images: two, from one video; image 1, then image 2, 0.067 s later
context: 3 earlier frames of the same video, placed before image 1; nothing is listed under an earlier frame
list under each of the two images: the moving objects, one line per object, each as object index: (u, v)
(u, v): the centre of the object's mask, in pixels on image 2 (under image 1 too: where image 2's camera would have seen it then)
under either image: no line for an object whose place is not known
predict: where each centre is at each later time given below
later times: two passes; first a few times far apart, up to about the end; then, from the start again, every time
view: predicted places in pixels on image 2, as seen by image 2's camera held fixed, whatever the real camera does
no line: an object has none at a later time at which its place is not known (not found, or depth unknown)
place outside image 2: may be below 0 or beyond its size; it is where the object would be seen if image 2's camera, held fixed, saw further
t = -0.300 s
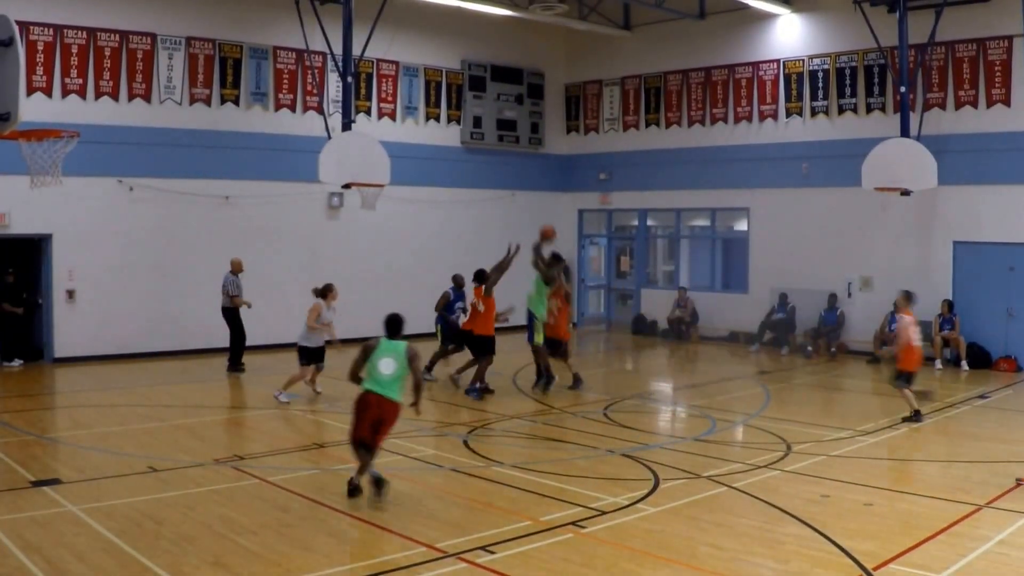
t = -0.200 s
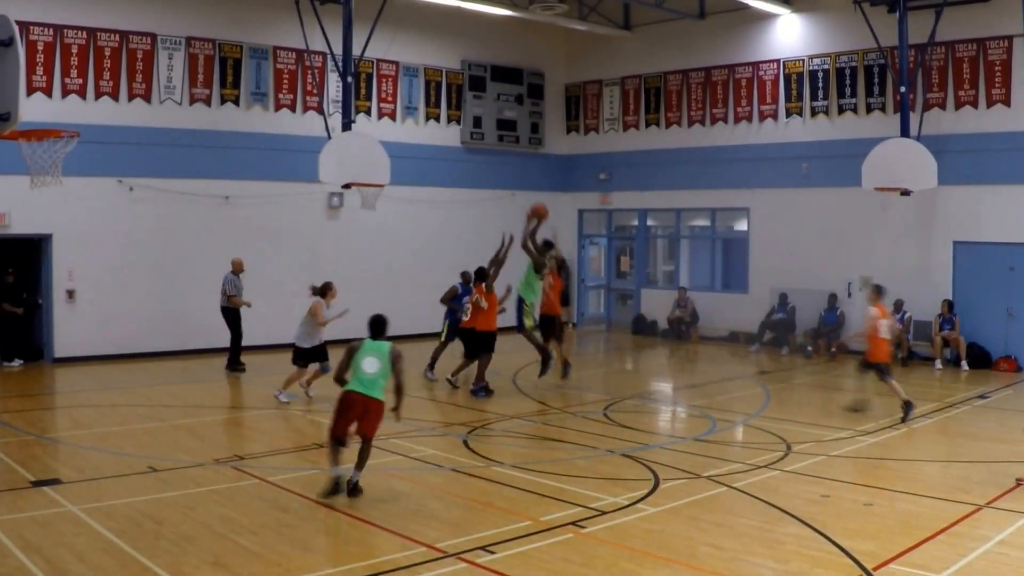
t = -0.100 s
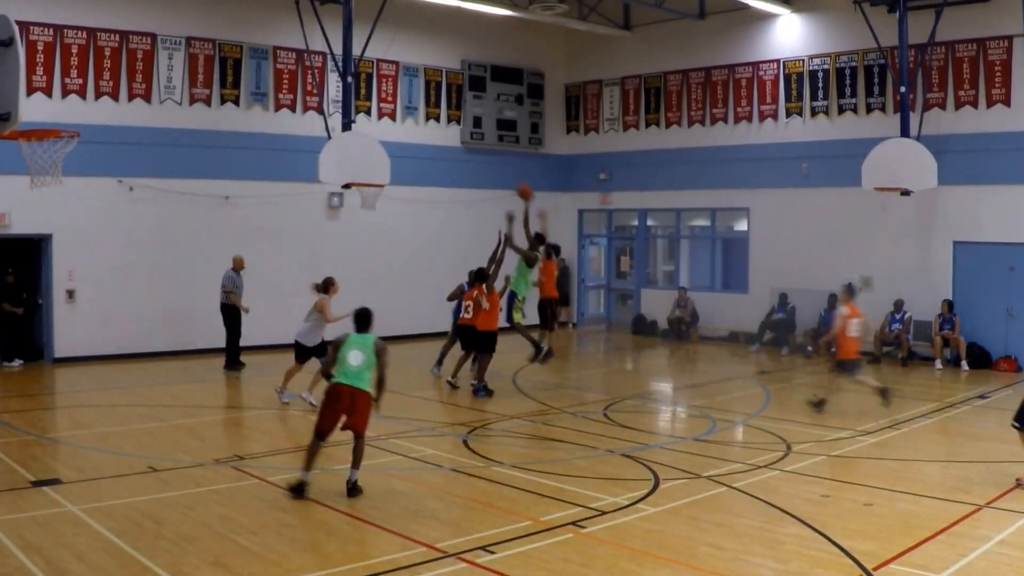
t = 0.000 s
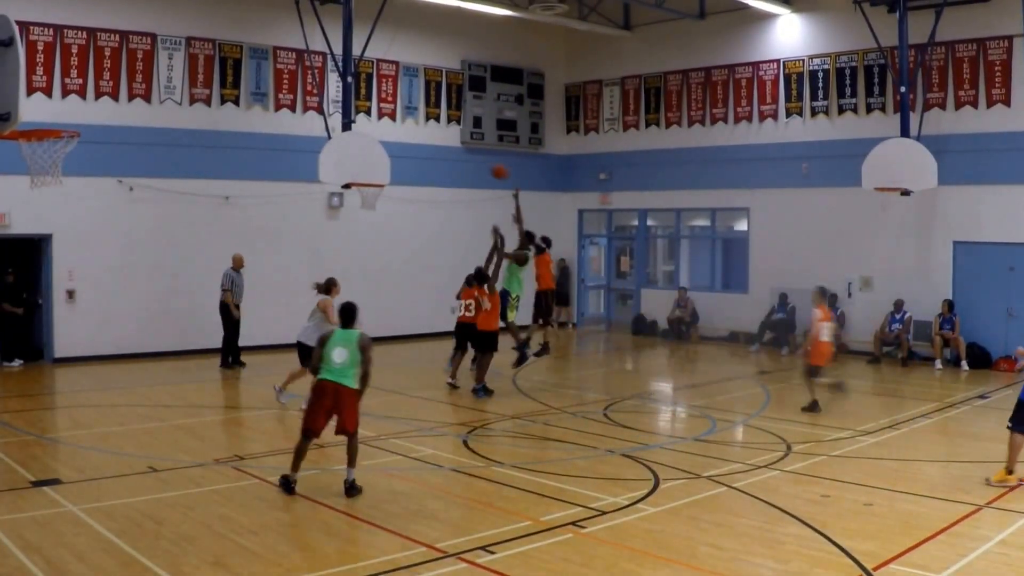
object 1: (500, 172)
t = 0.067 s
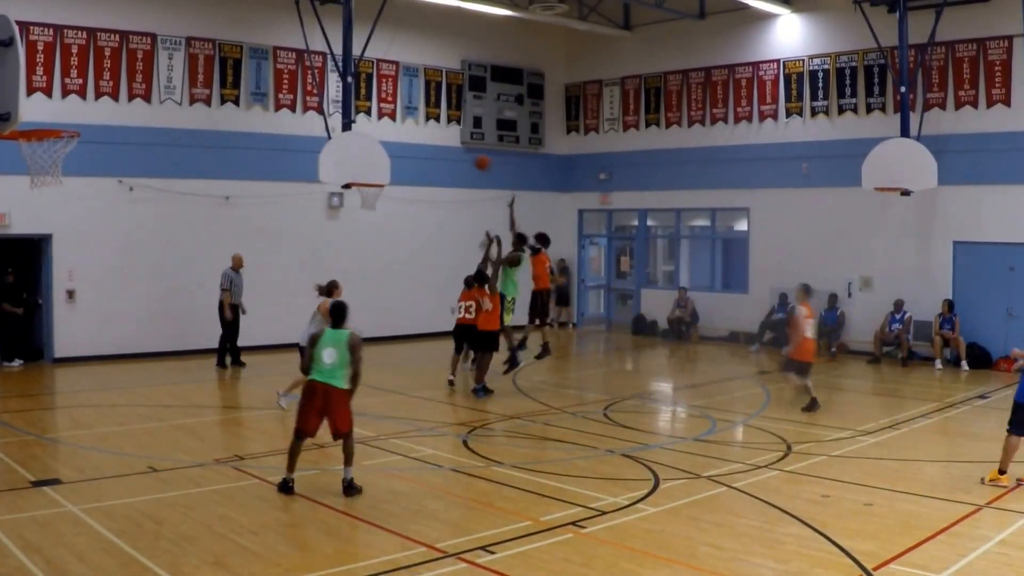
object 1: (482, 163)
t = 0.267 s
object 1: (433, 155)
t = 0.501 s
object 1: (379, 177)
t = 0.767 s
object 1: (360, 170)
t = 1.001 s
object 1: (362, 170)
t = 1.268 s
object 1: (371, 180)
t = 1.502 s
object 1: (376, 199)
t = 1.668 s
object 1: (372, 213)
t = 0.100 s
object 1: (474, 159)
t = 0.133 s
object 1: (465, 157)
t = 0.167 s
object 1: (457, 155)
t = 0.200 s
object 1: (449, 155)
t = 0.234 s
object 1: (441, 154)
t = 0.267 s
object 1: (433, 155)
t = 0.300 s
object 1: (425, 156)
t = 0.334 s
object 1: (418, 158)
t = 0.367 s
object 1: (410, 160)
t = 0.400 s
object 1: (402, 163)
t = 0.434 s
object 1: (394, 167)
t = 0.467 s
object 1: (387, 171)
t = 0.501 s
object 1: (379, 177)
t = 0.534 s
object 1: (375, 177)
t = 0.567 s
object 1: (371, 176)
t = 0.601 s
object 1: (367, 176)
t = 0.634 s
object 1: (364, 177)
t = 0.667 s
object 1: (360, 177)
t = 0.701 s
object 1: (360, 175)
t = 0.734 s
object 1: (360, 172)
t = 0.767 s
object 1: (360, 170)
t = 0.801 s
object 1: (359, 169)
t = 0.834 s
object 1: (359, 168)
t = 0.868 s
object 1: (359, 168)
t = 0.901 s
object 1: (359, 169)
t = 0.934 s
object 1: (360, 169)
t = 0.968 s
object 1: (361, 169)
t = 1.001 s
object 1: (362, 170)
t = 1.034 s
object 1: (363, 172)
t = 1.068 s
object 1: (364, 174)
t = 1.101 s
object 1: (365, 176)
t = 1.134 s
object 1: (366, 176)
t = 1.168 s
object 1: (367, 176)
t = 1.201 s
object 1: (369, 177)
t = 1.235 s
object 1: (370, 178)
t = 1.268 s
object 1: (371, 180)
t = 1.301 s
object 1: (373, 183)
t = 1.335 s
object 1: (374, 187)
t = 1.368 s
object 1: (375, 192)
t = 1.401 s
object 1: (376, 195)
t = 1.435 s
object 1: (377, 198)
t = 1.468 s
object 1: (376, 199)
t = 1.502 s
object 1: (376, 199)
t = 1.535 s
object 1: (375, 201)
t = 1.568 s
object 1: (374, 202)
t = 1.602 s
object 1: (374, 206)
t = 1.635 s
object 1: (373, 209)
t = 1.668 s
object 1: (372, 213)
